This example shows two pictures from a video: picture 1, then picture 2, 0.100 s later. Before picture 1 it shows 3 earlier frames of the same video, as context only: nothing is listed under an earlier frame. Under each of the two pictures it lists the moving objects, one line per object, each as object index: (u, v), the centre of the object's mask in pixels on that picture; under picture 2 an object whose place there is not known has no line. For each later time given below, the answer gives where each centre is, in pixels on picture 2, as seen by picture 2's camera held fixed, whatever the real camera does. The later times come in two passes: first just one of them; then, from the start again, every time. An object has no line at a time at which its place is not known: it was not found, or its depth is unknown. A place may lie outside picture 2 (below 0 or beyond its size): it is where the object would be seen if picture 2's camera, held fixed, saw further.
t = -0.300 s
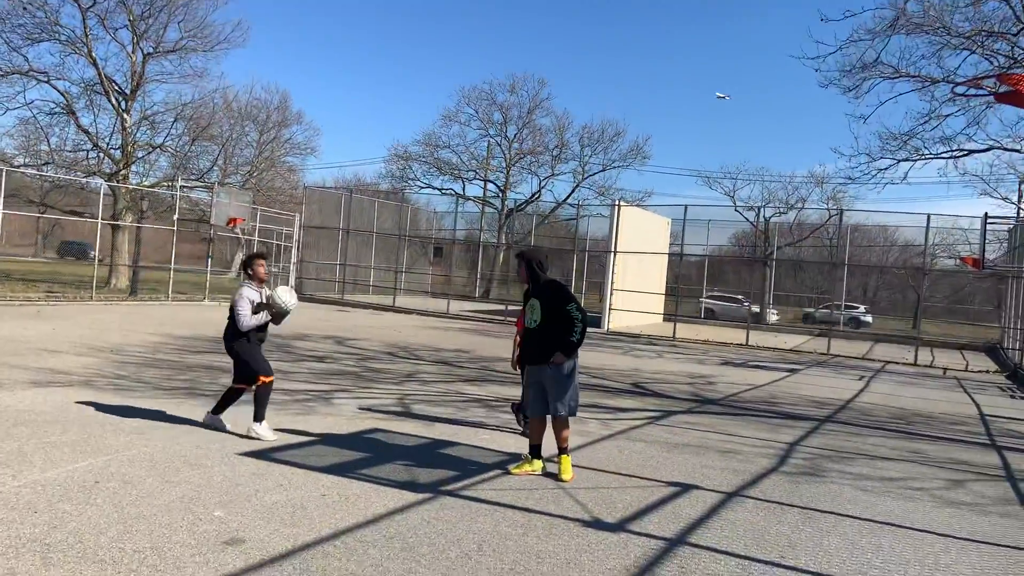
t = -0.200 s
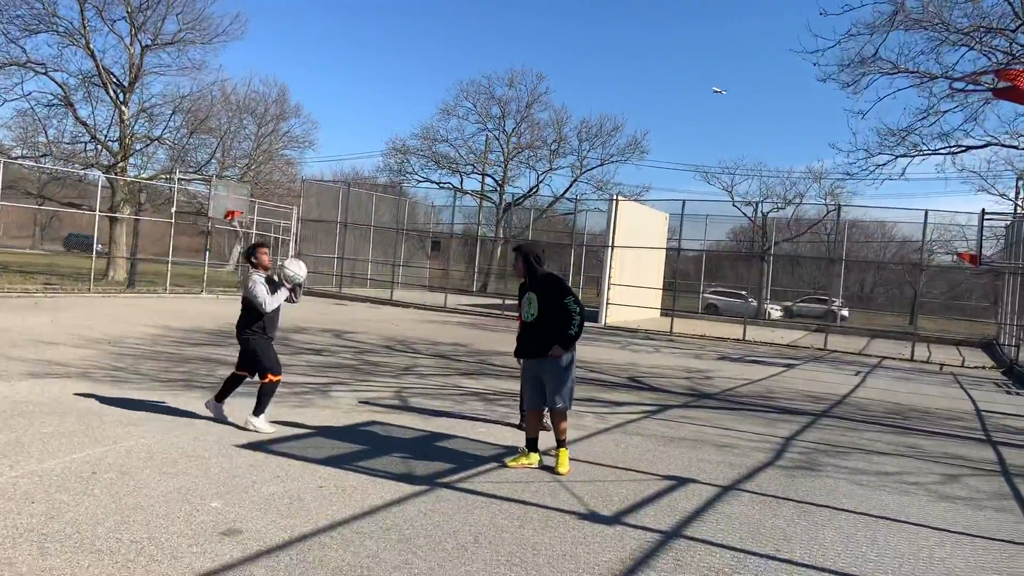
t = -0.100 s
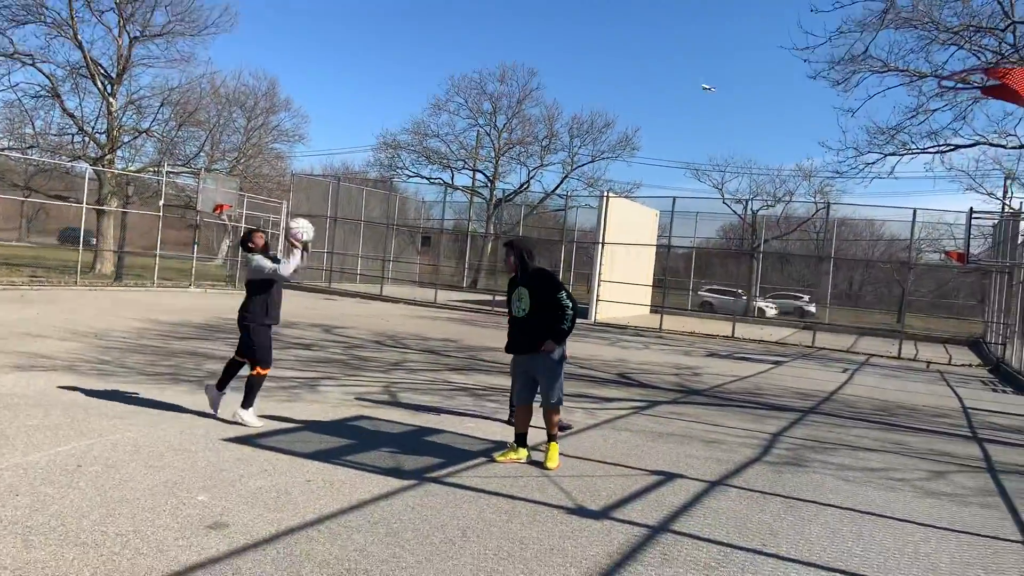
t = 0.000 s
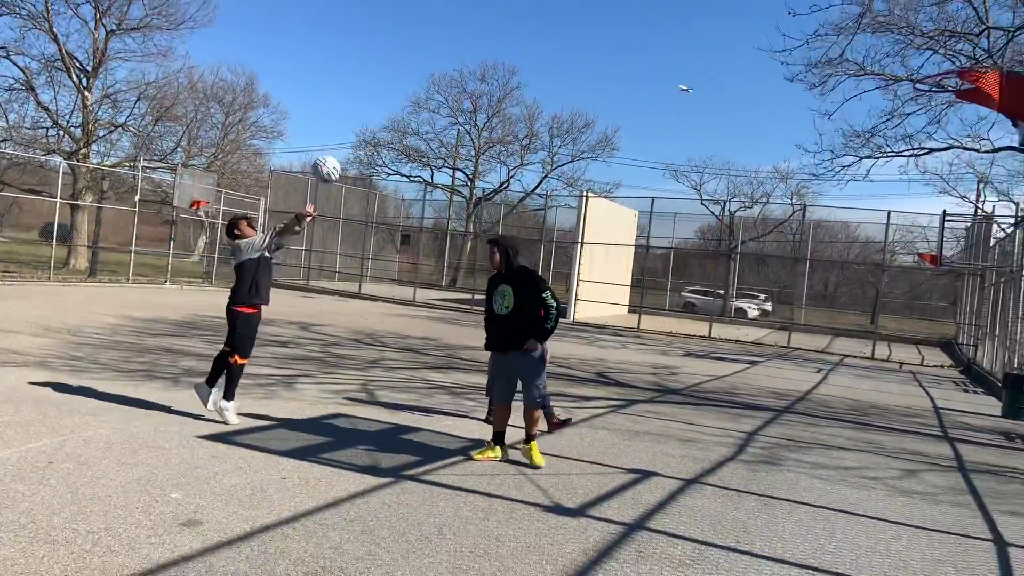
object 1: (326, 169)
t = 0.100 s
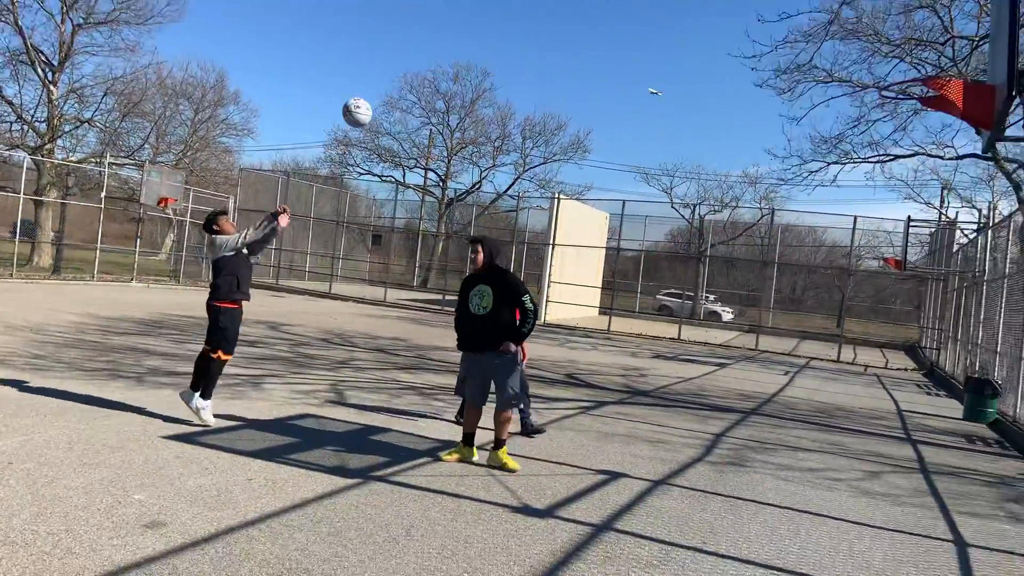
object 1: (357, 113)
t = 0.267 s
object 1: (459, 41)
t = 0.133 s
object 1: (377, 96)
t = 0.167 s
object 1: (397, 80)
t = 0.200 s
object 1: (418, 65)
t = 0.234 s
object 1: (438, 52)
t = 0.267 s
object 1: (459, 41)
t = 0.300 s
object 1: (480, 30)
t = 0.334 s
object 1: (500, 22)
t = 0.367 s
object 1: (521, 13)
